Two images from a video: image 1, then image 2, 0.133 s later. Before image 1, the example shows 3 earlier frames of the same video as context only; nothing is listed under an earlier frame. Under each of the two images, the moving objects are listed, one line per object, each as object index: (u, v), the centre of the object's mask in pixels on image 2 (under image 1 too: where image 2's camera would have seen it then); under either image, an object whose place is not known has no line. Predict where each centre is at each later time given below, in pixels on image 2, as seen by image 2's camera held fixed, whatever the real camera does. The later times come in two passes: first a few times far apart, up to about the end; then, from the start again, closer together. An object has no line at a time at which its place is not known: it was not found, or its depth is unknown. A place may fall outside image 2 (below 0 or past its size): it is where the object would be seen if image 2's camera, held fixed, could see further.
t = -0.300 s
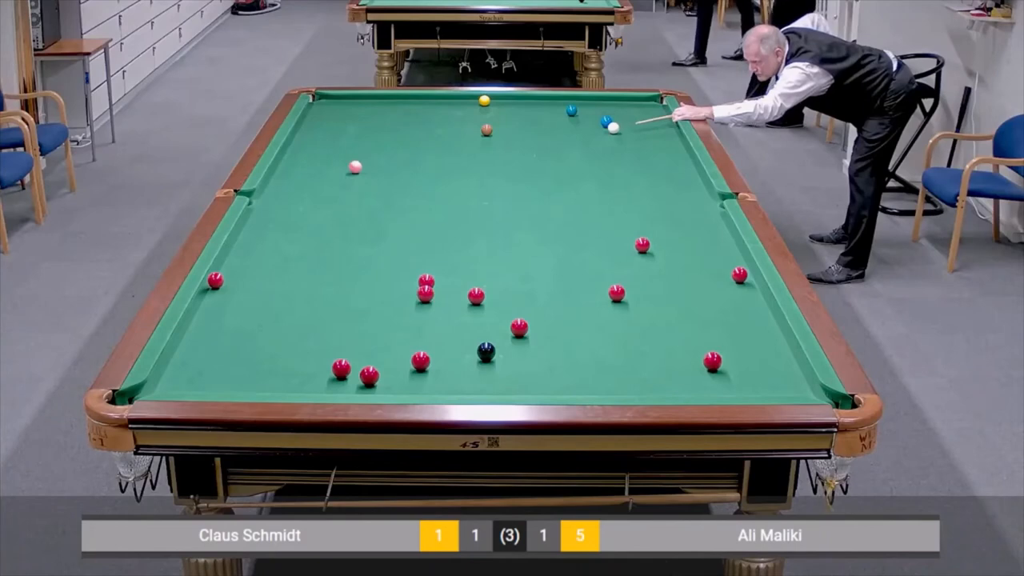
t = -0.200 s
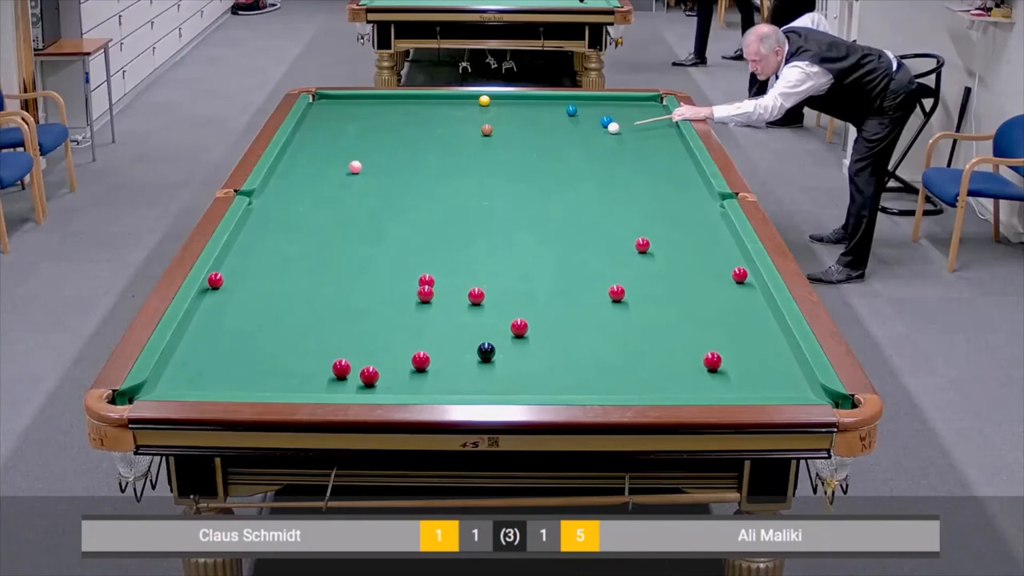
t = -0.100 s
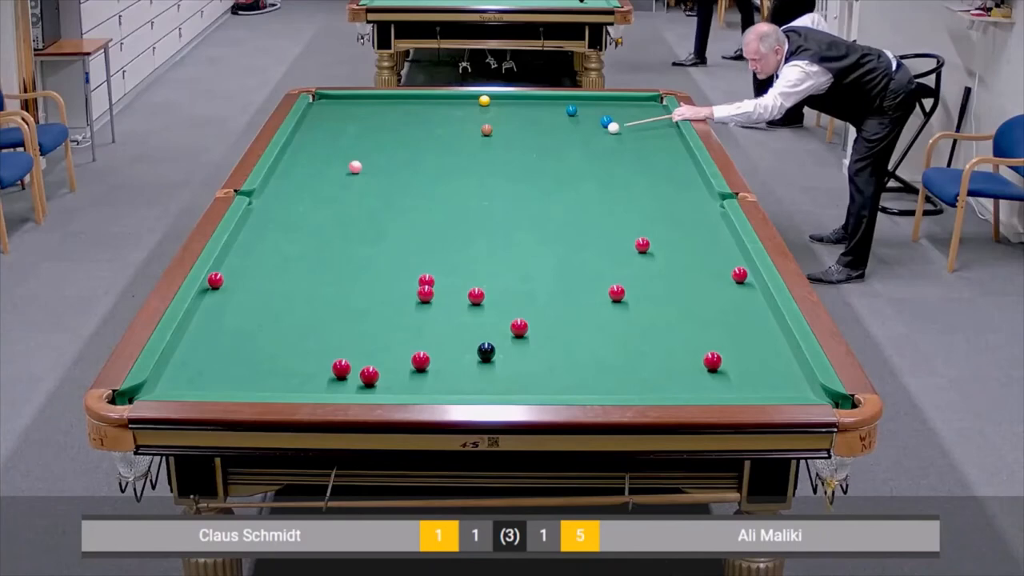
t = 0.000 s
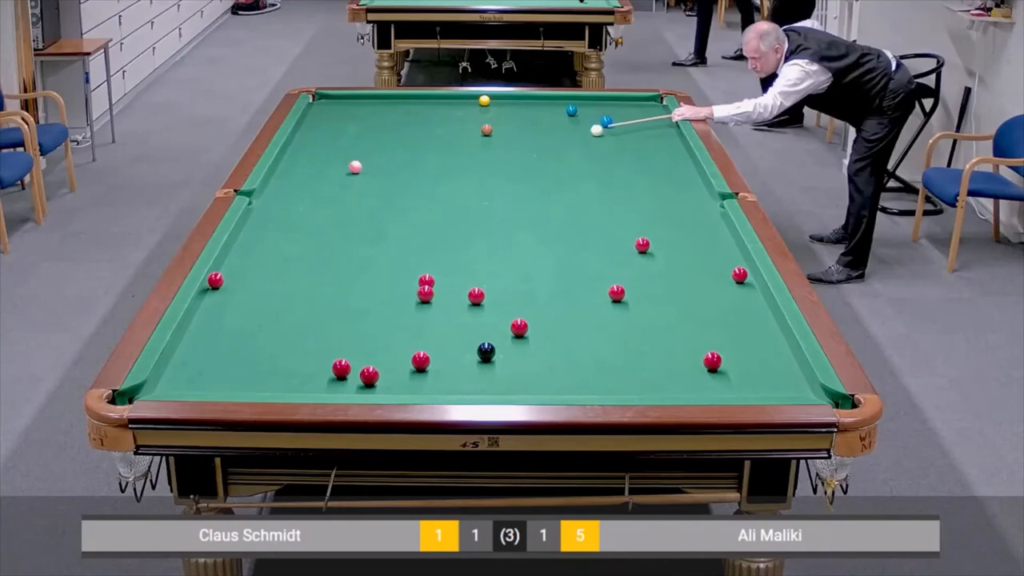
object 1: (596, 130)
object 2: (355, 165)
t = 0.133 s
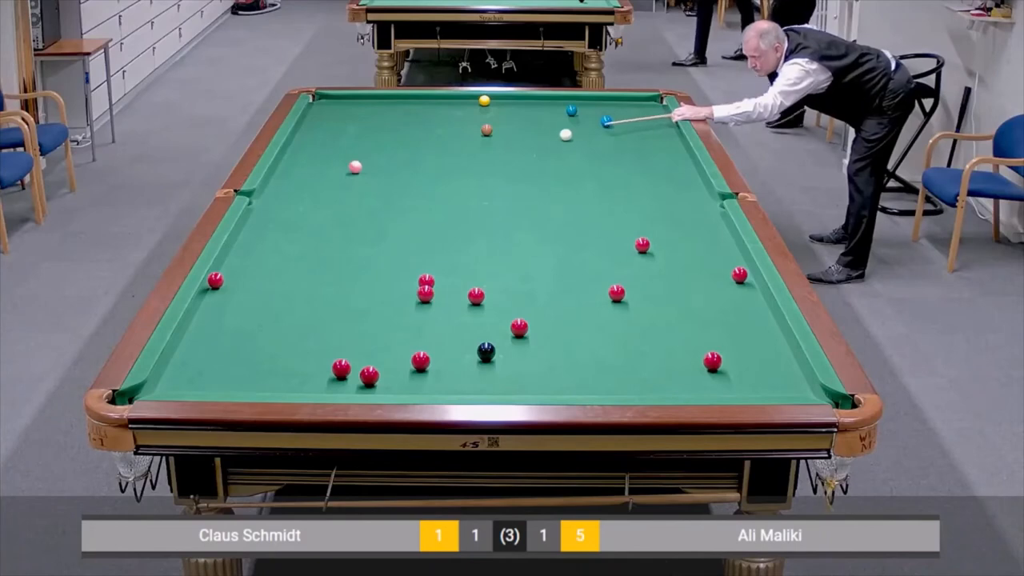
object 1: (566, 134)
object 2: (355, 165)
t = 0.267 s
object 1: (534, 139)
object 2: (355, 165)
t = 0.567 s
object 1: (462, 150)
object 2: (355, 165)
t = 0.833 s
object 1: (396, 160)
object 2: (355, 165)
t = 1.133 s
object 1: (351, 164)
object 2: (324, 173)
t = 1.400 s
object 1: (326, 164)
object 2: (288, 182)
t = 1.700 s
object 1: (302, 164)
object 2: (259, 193)
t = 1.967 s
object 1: (281, 164)
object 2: (255, 203)
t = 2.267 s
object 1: (287, 164)
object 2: (258, 213)
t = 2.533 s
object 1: (297, 164)
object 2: (260, 221)
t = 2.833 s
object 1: (306, 164)
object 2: (262, 231)
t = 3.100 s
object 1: (312, 164)
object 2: (264, 239)
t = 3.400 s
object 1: (317, 164)
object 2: (267, 247)
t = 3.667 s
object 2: (269, 254)
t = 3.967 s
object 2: (272, 262)
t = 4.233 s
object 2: (274, 268)
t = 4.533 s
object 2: (276, 275)
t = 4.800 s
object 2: (278, 279)
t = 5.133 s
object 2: (281, 282)
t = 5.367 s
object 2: (281, 288)
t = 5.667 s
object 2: (281, 291)
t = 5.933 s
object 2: (283, 293)
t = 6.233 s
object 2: (284, 295)
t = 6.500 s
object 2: (285, 296)
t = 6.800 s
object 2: (285, 296)
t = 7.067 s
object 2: (285, 296)
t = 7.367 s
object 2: (285, 296)
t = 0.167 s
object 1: (557, 136)
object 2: (355, 165)
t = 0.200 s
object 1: (550, 137)
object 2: (355, 165)
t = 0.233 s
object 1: (542, 138)
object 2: (355, 165)
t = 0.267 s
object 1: (534, 139)
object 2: (355, 165)
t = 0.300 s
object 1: (526, 140)
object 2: (355, 165)
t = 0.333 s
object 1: (518, 141)
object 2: (355, 165)
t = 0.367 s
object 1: (510, 143)
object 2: (355, 165)
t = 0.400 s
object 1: (502, 144)
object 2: (355, 165)
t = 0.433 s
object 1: (494, 145)
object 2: (355, 165)
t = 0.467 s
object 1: (486, 146)
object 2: (355, 165)
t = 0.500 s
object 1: (478, 147)
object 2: (355, 165)
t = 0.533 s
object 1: (470, 148)
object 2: (355, 165)
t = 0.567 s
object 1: (462, 150)
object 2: (355, 165)
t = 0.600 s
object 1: (454, 151)
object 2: (355, 165)
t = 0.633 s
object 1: (445, 152)
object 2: (355, 165)
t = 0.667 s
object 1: (437, 154)
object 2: (355, 165)
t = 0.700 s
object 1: (429, 155)
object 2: (355, 165)
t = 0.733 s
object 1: (421, 156)
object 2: (355, 165)
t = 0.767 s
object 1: (412, 157)
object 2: (355, 165)
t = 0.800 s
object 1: (404, 158)
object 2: (355, 165)
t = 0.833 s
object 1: (396, 160)
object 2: (355, 165)
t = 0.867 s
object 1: (387, 161)
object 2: (355, 165)
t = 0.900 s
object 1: (379, 162)
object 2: (355, 165)
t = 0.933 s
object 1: (371, 163)
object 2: (355, 165)
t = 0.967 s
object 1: (364, 164)
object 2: (352, 166)
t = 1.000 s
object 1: (362, 164)
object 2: (346, 168)
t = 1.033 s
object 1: (359, 164)
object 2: (340, 169)
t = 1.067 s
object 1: (357, 164)
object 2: (334, 171)
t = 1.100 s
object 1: (353, 164)
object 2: (329, 172)
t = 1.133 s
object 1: (351, 164)
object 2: (324, 173)
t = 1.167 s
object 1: (347, 164)
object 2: (320, 174)
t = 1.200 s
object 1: (344, 164)
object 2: (315, 176)
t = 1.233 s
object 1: (341, 164)
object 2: (310, 177)
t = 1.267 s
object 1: (338, 164)
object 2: (306, 178)
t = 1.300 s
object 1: (335, 164)
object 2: (301, 179)
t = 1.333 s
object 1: (332, 164)
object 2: (297, 180)
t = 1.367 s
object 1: (329, 164)
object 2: (292, 181)
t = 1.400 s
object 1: (326, 164)
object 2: (288, 182)
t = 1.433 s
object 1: (323, 164)
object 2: (283, 183)
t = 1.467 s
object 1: (321, 164)
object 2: (278, 185)
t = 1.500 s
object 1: (318, 164)
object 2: (274, 186)
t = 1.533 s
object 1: (315, 164)
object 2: (269, 187)
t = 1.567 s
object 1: (312, 164)
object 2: (265, 188)
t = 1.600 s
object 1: (310, 164)
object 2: (261, 190)
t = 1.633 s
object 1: (307, 164)
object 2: (261, 191)
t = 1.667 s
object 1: (304, 164)
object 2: (260, 192)
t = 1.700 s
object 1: (302, 164)
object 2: (259, 193)
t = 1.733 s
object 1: (299, 164)
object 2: (259, 194)
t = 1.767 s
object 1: (296, 164)
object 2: (258, 195)
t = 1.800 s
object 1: (294, 164)
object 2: (257, 197)
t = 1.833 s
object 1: (291, 164)
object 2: (256, 198)
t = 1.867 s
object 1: (289, 164)
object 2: (256, 199)
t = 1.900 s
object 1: (286, 164)
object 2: (255, 200)
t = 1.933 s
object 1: (284, 164)
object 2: (255, 202)
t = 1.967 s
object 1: (281, 164)
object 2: (255, 203)
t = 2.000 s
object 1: (279, 164)
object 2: (255, 204)
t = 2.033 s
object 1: (278, 164)
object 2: (256, 205)
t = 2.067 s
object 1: (279, 164)
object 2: (256, 206)
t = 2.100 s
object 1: (281, 164)
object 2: (256, 207)
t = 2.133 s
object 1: (282, 164)
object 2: (257, 208)
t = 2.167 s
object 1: (283, 164)
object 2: (257, 210)
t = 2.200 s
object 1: (285, 164)
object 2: (257, 211)
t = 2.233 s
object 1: (286, 164)
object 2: (257, 212)
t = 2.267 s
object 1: (287, 164)
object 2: (258, 213)
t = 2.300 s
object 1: (289, 164)
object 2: (258, 214)
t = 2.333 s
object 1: (290, 164)
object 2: (258, 215)
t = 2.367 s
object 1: (291, 164)
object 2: (258, 216)
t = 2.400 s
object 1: (292, 164)
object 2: (258, 217)
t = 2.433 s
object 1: (294, 164)
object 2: (259, 218)
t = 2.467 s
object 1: (295, 164)
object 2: (259, 219)
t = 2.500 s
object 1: (296, 164)
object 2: (259, 220)
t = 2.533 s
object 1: (297, 164)
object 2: (260, 221)
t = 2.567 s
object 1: (298, 164)
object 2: (260, 222)
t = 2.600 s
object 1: (299, 164)
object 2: (260, 223)
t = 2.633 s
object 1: (300, 164)
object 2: (260, 225)
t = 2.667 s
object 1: (301, 164)
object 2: (261, 226)
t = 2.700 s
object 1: (302, 164)
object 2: (261, 227)
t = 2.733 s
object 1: (303, 164)
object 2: (261, 228)
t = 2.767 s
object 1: (304, 164)
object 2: (262, 229)
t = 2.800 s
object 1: (305, 164)
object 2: (262, 230)
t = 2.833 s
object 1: (306, 164)
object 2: (262, 231)
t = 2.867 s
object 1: (307, 164)
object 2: (263, 232)
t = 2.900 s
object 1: (308, 164)
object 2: (263, 233)
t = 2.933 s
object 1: (309, 164)
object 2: (263, 234)
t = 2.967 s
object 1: (310, 164)
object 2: (263, 235)
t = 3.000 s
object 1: (310, 164)
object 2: (264, 236)
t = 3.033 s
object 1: (311, 164)
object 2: (264, 237)
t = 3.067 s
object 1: (312, 164)
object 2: (264, 238)
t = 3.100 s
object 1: (312, 164)
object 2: (264, 239)
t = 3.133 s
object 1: (313, 164)
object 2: (265, 240)
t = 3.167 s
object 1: (314, 164)
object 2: (265, 241)
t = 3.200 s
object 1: (314, 164)
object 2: (265, 242)
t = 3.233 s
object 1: (315, 164)
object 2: (265, 243)
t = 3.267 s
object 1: (316, 164)
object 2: (266, 244)
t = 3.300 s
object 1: (316, 164)
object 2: (266, 244)
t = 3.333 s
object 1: (317, 164)
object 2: (266, 245)
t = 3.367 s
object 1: (317, 164)
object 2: (267, 246)
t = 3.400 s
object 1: (317, 164)
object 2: (267, 247)
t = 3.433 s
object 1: (318, 164)
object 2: (267, 248)
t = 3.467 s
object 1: (318, 164)
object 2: (267, 249)
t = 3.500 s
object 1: (319, 164)
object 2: (268, 250)
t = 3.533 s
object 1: (319, 164)
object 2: (268, 251)
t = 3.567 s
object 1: (320, 164)
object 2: (268, 252)
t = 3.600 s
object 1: (320, 164)
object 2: (269, 253)
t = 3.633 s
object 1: (320, 164)
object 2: (269, 253)
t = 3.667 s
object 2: (269, 254)
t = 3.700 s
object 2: (270, 255)
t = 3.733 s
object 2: (270, 256)
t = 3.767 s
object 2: (270, 257)
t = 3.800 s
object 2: (270, 258)
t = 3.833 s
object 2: (271, 258)
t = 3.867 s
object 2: (271, 259)
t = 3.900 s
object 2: (271, 260)
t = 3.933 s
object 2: (271, 261)
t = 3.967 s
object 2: (272, 262)
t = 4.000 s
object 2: (272, 263)
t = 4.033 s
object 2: (272, 263)
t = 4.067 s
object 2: (273, 264)
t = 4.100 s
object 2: (273, 265)
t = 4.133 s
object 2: (273, 266)
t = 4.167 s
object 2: (273, 267)
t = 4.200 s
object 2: (274, 268)
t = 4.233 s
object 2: (274, 268)
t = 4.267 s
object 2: (274, 269)
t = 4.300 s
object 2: (274, 270)
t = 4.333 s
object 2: (274, 270)
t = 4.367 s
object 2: (275, 271)
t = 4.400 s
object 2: (275, 272)
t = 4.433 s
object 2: (275, 273)
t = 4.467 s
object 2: (276, 273)
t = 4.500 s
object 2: (276, 274)
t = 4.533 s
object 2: (276, 275)
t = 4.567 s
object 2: (276, 275)
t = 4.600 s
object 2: (276, 276)
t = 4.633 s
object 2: (277, 276)
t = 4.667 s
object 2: (277, 277)
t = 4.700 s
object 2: (277, 278)
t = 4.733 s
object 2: (278, 278)
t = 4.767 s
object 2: (278, 279)
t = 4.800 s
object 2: (278, 279)
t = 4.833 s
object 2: (278, 280)
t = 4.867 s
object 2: (278, 281)
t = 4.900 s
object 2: (276, 279)
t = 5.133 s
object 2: (281, 282)
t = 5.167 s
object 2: (280, 285)
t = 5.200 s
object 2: (280, 285)
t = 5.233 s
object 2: (280, 285)
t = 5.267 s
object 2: (280, 286)
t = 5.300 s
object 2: (280, 286)
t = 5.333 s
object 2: (281, 287)
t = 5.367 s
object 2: (281, 288)
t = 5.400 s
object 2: (281, 288)
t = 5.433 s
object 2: (281, 289)
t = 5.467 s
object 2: (281, 289)
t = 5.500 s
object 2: (281, 289)
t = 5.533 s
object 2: (281, 290)
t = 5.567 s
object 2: (281, 290)
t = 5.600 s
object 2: (281, 291)
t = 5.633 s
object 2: (281, 291)
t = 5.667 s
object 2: (281, 291)
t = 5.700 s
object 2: (282, 292)
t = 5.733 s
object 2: (282, 292)
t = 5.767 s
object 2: (282, 292)
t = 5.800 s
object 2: (282, 292)
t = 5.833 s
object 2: (282, 293)
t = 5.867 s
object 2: (282, 293)
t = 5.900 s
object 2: (283, 293)
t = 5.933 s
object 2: (283, 293)
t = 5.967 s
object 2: (283, 294)
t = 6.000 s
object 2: (283, 294)
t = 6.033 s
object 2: (283, 294)
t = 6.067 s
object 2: (283, 294)
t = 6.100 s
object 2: (284, 294)
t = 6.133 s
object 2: (283, 294)
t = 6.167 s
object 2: (284, 295)
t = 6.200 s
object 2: (284, 295)
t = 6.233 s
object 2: (284, 295)
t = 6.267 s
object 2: (284, 295)
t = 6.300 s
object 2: (284, 295)
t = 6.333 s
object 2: (284, 295)
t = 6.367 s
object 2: (284, 295)
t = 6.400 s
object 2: (284, 295)
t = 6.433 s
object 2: (284, 295)
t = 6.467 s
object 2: (284, 296)
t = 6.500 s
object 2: (285, 296)
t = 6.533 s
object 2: (285, 296)
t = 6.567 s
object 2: (285, 296)
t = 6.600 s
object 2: (285, 296)
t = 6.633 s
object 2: (285, 296)
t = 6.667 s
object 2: (285, 296)
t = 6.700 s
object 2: (285, 296)
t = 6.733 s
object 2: (285, 296)
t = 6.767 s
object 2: (285, 296)
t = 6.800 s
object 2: (285, 296)
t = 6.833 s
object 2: (285, 296)
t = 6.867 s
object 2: (285, 296)
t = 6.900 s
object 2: (285, 296)
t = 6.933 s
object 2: (285, 296)
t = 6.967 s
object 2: (285, 296)
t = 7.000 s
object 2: (285, 296)
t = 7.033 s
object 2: (285, 296)
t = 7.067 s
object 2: (285, 296)
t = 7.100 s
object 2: (285, 296)
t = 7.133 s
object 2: (285, 296)
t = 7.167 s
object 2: (285, 296)
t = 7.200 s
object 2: (285, 296)
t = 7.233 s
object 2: (285, 296)
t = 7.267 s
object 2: (285, 296)
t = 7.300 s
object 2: (285, 296)
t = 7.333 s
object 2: (285, 296)
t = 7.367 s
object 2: (285, 296)
